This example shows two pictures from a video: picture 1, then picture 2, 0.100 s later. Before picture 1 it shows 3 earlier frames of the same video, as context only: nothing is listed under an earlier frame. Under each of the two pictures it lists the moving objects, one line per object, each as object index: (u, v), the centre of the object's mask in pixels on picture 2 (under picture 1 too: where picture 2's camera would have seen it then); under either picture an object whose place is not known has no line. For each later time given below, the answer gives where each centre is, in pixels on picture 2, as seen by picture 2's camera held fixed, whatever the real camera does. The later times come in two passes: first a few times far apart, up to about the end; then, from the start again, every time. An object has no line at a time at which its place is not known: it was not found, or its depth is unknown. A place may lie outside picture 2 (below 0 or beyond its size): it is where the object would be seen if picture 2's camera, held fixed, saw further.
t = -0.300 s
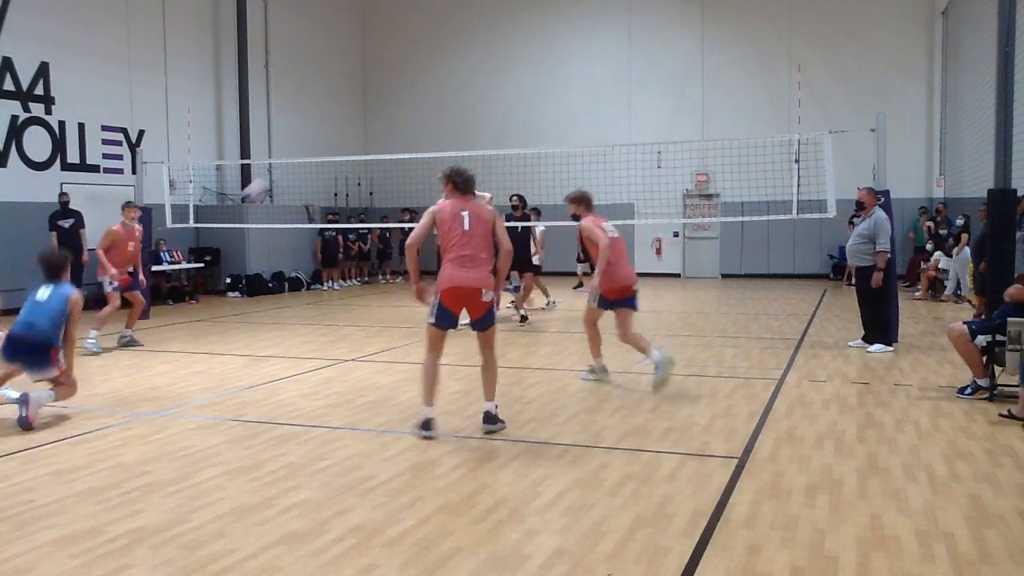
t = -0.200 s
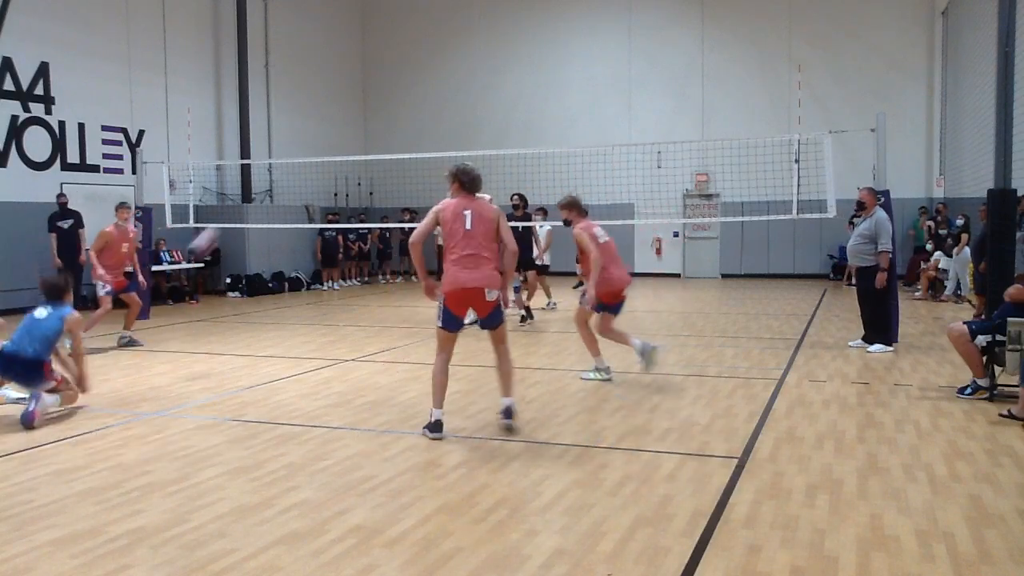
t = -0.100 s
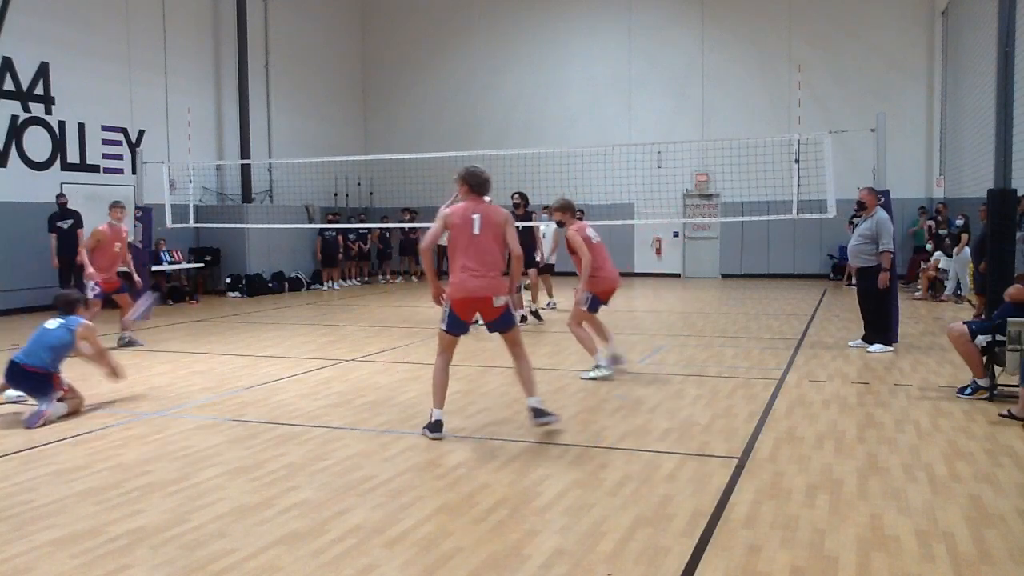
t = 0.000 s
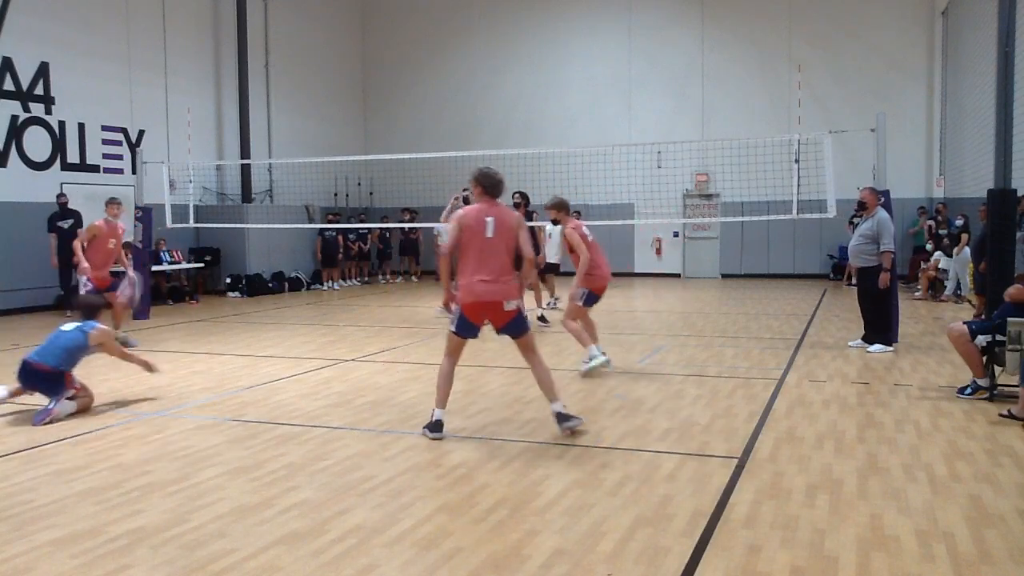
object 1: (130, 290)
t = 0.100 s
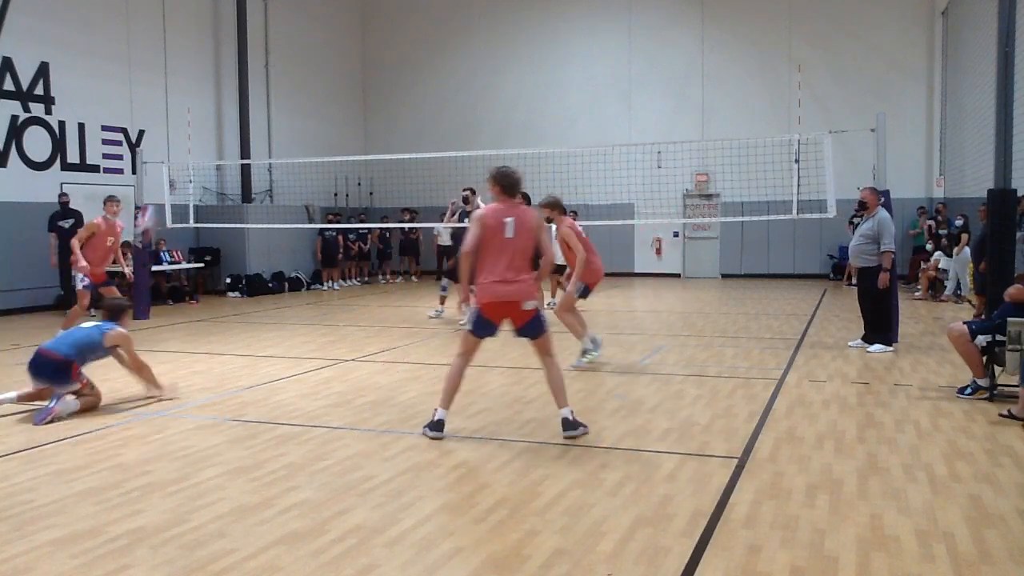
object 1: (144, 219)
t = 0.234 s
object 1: (169, 154)
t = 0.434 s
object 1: (196, 95)
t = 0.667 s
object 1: (224, 79)
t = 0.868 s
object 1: (244, 104)
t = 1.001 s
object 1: (257, 134)
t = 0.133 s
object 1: (153, 203)
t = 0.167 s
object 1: (159, 182)
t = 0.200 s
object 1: (165, 168)
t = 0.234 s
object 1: (169, 154)
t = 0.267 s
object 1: (174, 142)
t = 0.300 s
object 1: (179, 127)
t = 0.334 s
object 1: (184, 118)
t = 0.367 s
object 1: (187, 109)
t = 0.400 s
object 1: (192, 101)
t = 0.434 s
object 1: (196, 95)
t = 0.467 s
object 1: (200, 91)
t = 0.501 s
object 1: (205, 85)
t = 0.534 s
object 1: (208, 83)
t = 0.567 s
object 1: (212, 81)
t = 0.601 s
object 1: (216, 80)
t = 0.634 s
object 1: (220, 79)
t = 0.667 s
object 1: (224, 79)
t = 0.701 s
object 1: (226, 82)
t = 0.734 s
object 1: (231, 85)
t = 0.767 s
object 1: (234, 89)
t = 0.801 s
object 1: (238, 93)
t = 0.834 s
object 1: (241, 98)
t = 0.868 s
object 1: (244, 104)
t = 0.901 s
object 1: (248, 111)
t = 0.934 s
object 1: (250, 118)
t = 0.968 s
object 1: (254, 126)
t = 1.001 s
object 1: (257, 134)
